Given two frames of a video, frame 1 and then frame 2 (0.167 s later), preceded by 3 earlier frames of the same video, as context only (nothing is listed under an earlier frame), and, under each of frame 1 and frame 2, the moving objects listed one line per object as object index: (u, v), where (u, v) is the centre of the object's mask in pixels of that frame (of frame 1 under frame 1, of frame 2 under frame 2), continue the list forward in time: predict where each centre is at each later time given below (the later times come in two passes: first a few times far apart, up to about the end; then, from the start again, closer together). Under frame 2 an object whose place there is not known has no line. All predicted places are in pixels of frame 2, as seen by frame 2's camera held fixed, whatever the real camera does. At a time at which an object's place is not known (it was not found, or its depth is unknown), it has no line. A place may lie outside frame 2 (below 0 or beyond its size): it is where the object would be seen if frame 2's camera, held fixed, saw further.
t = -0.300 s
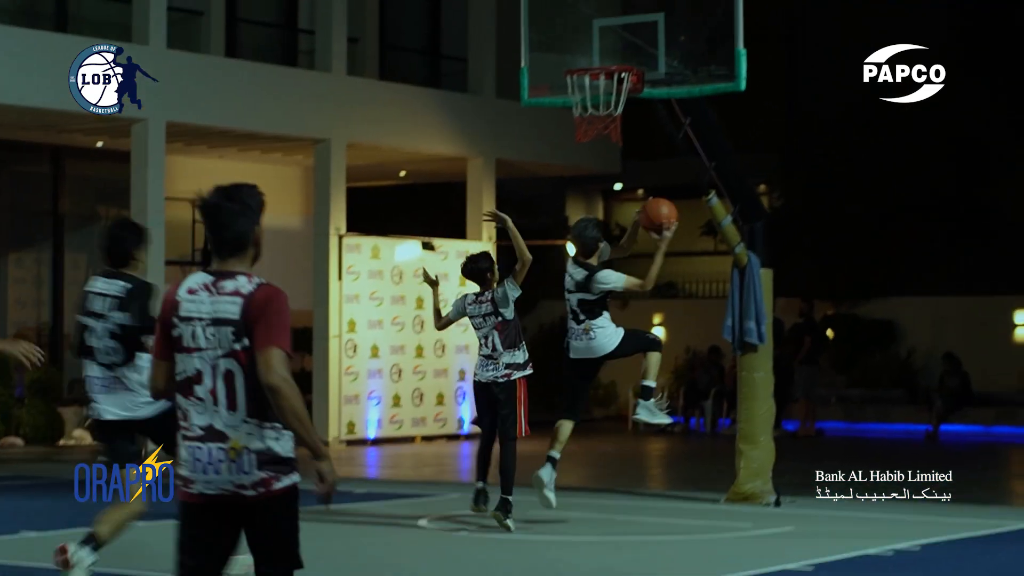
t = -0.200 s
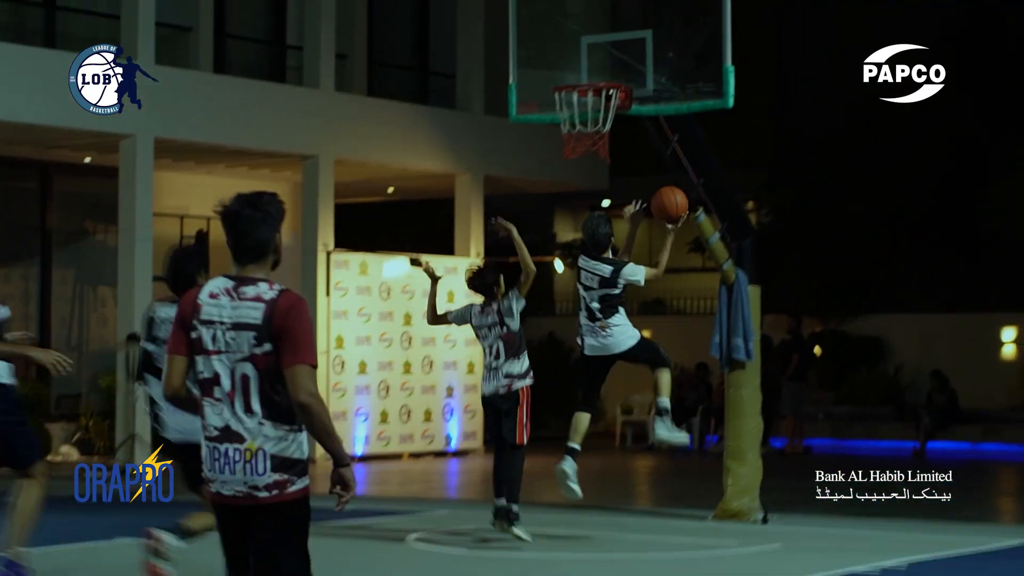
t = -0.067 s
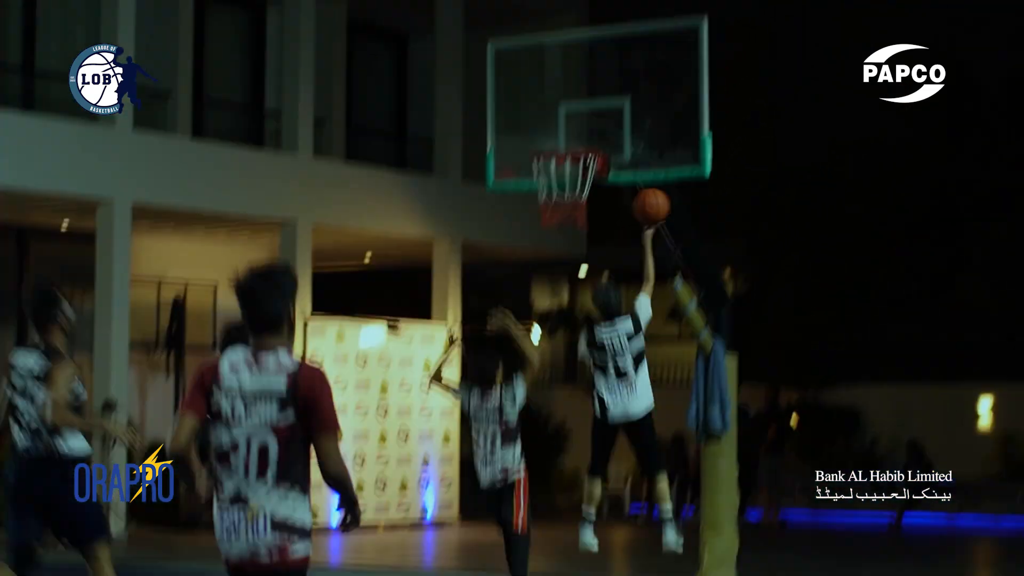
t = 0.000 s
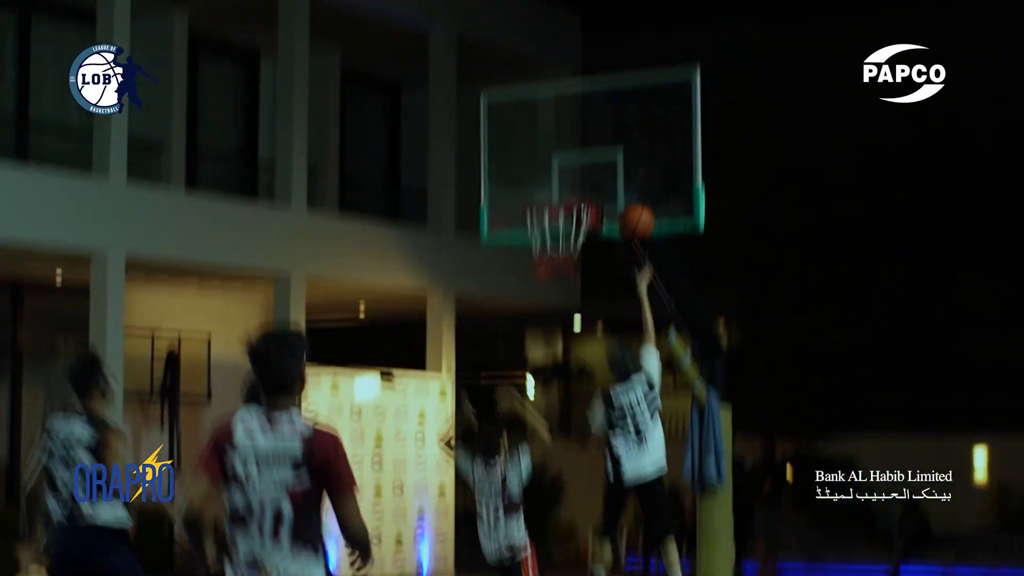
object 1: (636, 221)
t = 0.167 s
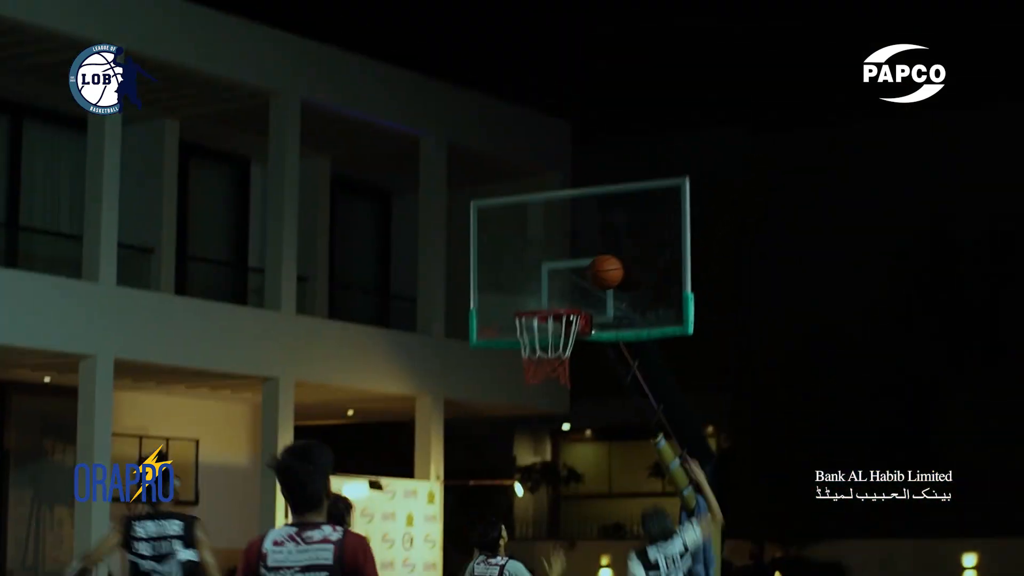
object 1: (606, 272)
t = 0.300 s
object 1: (588, 263)
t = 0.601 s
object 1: (546, 298)
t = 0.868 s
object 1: (562, 340)
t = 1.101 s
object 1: (578, 400)
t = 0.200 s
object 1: (601, 268)
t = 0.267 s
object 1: (591, 263)
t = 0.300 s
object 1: (588, 263)
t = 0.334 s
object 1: (583, 265)
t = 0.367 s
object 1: (577, 267)
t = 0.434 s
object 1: (566, 278)
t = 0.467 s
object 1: (561, 285)
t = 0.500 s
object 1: (556, 293)
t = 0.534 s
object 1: (552, 297)
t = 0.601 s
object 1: (546, 298)
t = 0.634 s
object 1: (543, 299)
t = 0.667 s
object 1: (541, 308)
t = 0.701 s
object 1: (538, 314)
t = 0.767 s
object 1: (545, 322)
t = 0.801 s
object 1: (551, 328)
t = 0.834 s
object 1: (554, 333)
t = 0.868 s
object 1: (562, 340)
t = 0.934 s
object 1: (567, 358)
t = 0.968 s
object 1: (570, 363)
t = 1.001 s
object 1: (573, 369)
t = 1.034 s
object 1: (574, 378)
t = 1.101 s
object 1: (578, 400)
